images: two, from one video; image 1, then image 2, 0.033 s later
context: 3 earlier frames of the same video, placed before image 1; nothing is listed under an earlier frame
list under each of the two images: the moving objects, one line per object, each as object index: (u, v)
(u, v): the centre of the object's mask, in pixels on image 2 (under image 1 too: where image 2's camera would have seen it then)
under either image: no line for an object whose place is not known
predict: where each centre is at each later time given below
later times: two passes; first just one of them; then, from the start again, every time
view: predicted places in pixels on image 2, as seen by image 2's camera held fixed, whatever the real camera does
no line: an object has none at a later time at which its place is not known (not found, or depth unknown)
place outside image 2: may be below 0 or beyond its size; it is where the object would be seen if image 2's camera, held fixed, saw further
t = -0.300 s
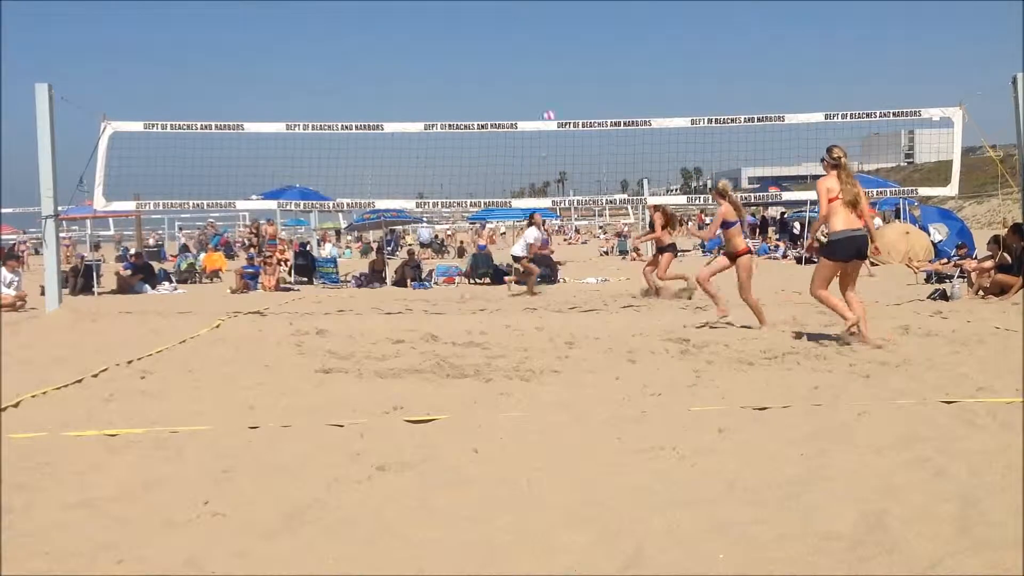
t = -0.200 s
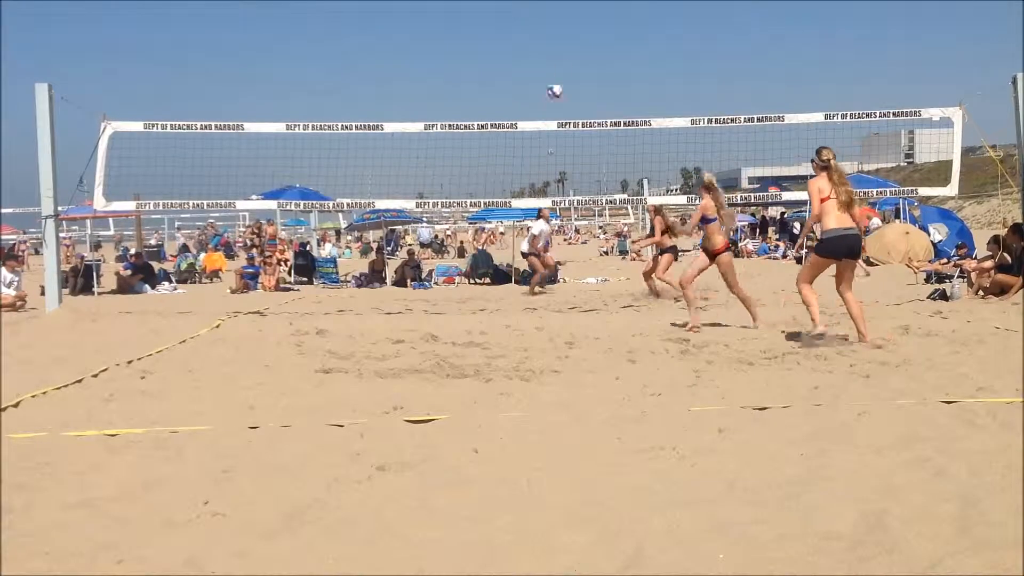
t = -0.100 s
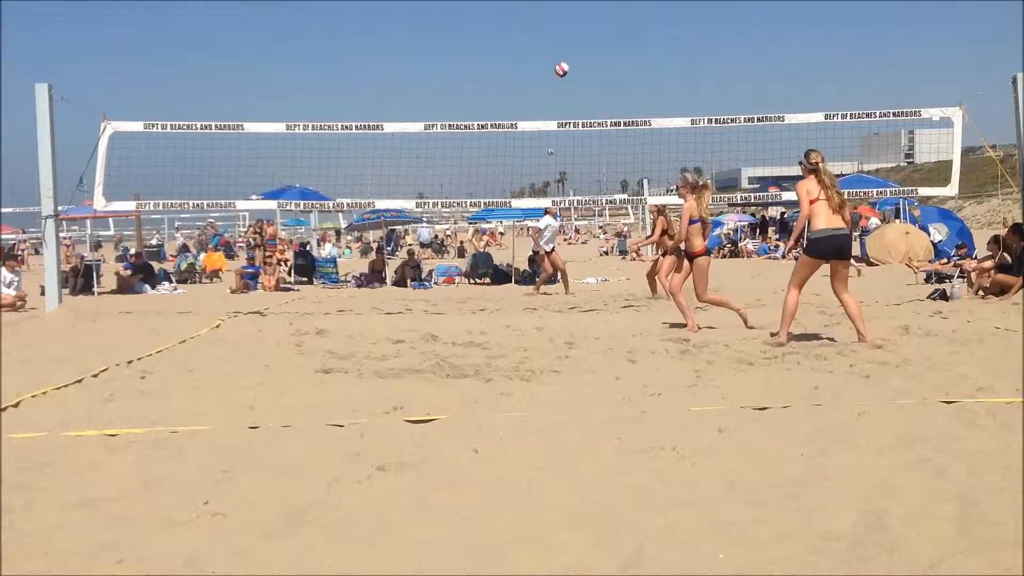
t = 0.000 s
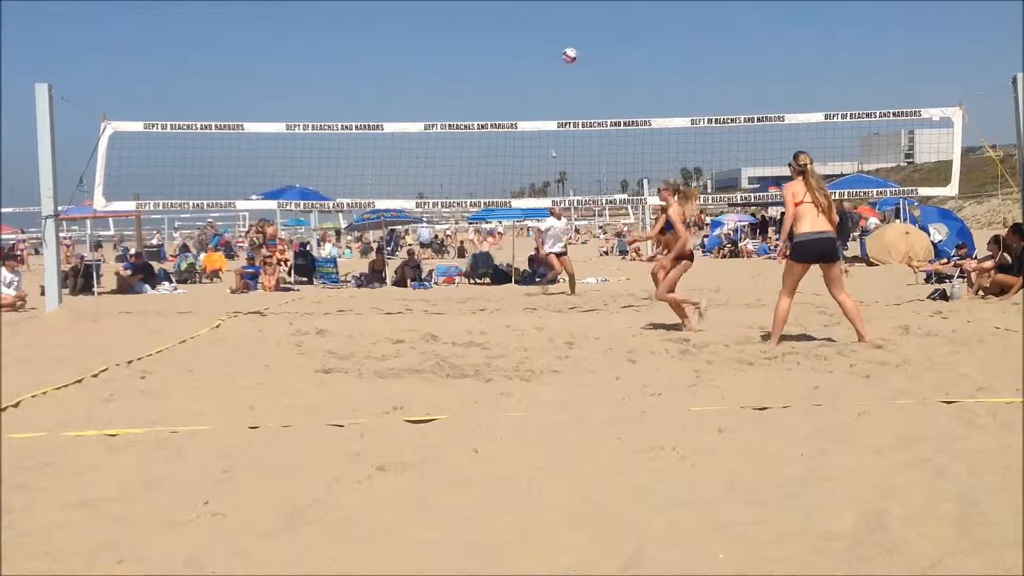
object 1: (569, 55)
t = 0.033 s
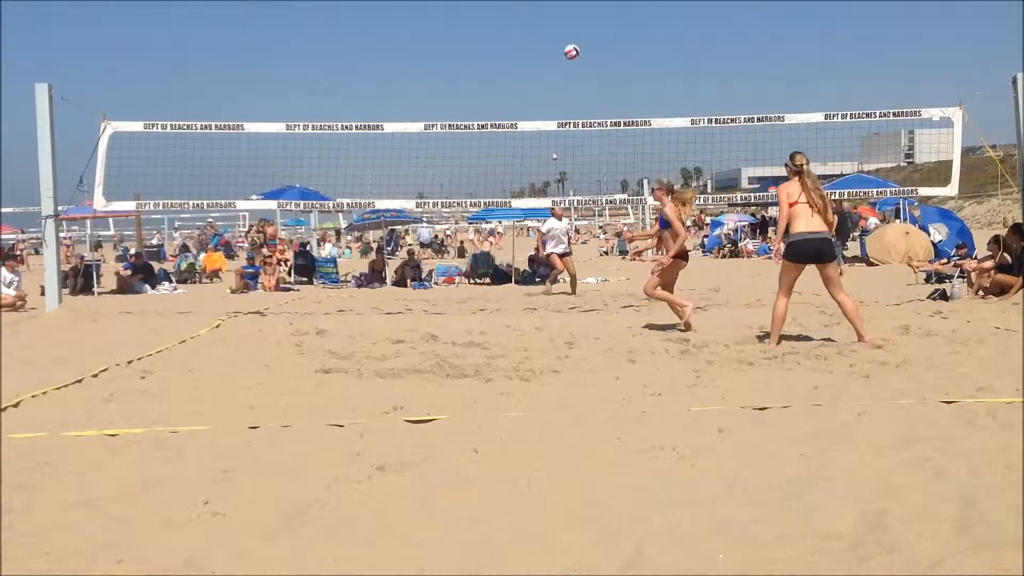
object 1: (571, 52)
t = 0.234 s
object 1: (587, 47)
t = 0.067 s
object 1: (574, 49)
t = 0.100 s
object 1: (577, 47)
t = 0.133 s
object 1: (578, 46)
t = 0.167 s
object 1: (580, 46)
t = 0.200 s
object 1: (585, 47)
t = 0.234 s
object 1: (587, 47)
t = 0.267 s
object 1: (590, 50)
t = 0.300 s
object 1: (593, 52)
